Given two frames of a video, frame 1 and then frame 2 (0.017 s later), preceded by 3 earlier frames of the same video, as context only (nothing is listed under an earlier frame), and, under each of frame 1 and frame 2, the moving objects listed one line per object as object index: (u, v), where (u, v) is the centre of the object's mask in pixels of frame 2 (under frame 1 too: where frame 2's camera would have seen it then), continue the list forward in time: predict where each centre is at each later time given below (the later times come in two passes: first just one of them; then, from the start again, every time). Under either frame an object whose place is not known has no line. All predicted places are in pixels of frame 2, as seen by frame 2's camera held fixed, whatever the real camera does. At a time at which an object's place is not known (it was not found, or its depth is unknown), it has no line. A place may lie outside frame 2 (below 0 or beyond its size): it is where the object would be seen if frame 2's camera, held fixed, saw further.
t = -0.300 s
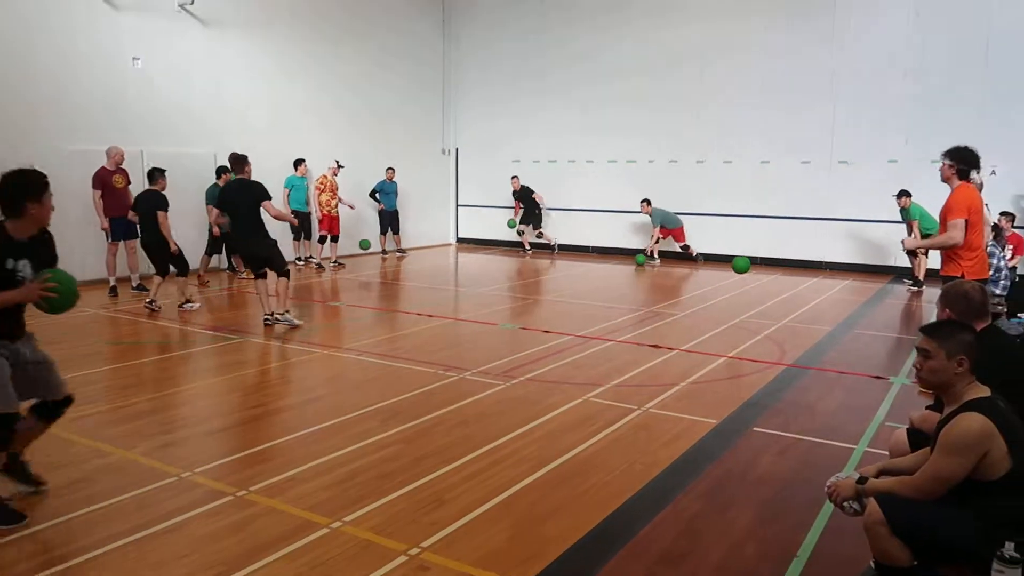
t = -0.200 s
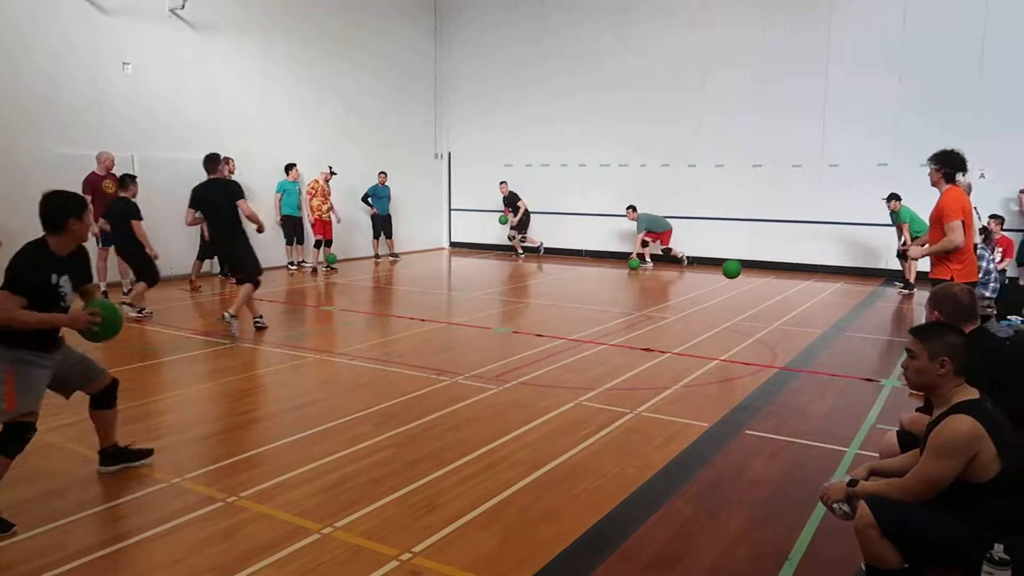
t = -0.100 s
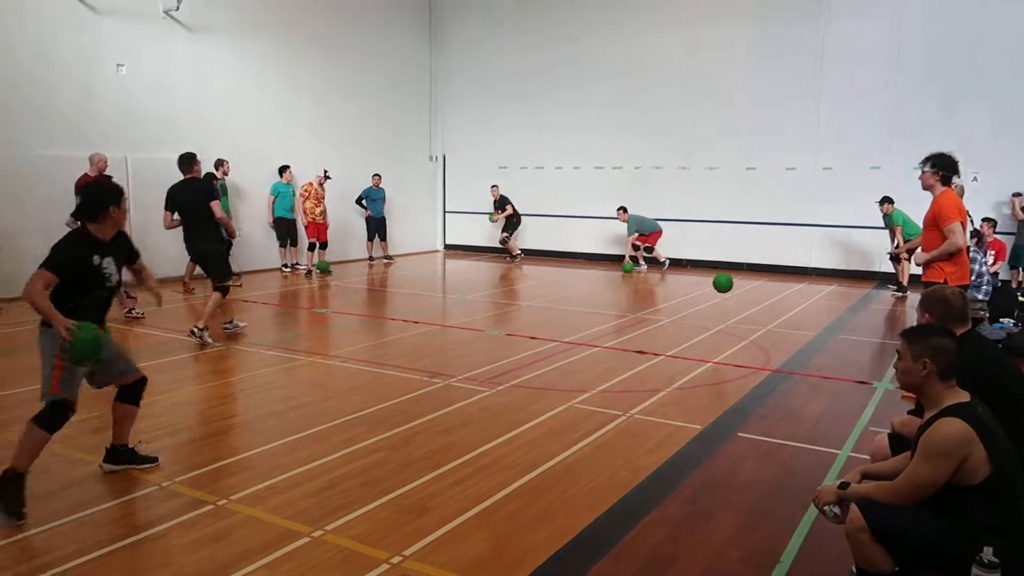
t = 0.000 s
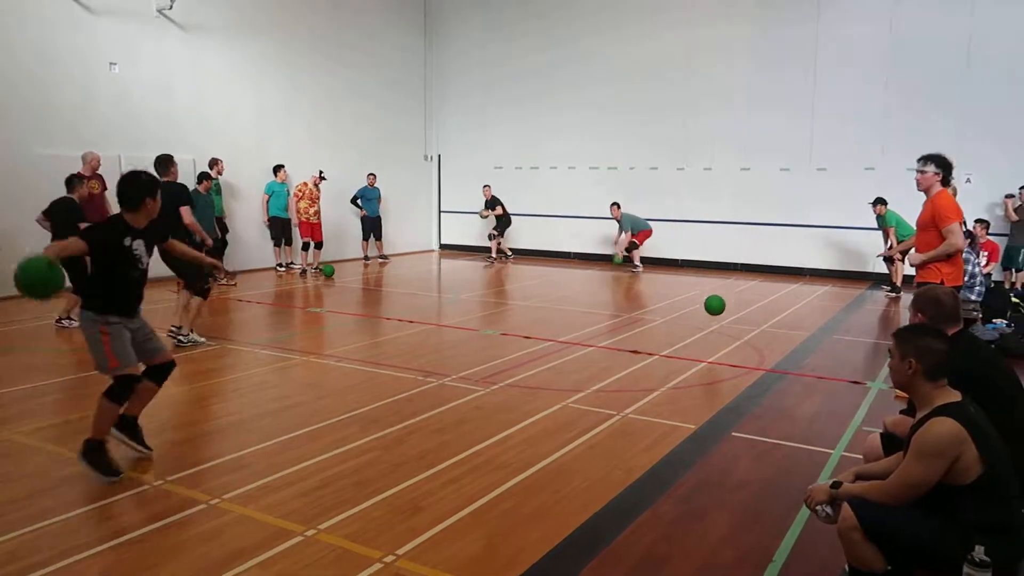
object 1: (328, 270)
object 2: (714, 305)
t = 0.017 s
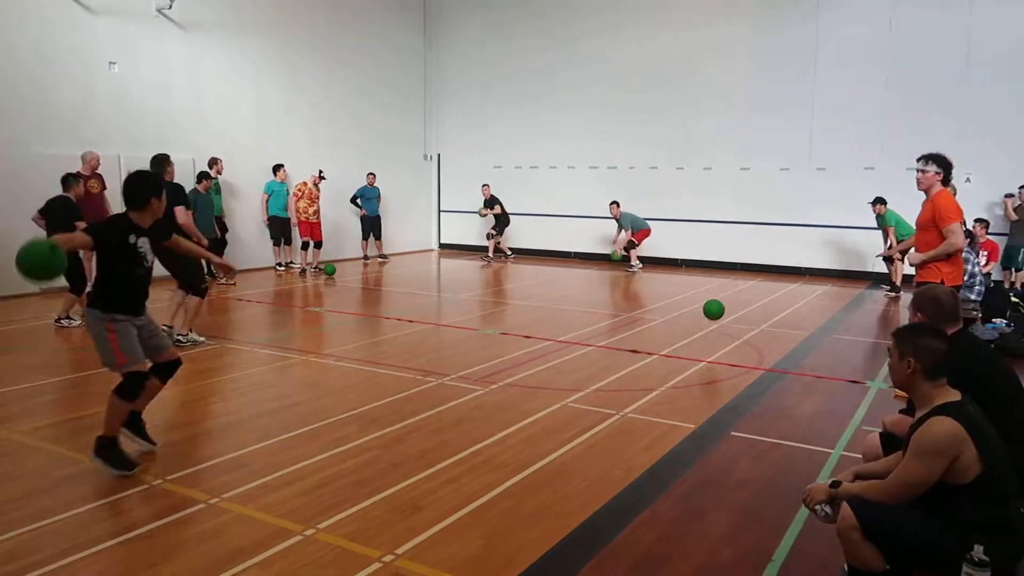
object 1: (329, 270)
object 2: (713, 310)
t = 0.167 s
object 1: (344, 272)
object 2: (710, 343)
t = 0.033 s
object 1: (331, 269)
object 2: (713, 315)
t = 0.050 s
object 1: (332, 269)
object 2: (712, 320)
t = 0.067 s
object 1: (334, 269)
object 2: (712, 326)
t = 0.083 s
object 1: (335, 269)
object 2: (711, 333)
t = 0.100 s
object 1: (337, 270)
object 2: (711, 340)
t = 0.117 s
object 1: (338, 270)
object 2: (710, 347)
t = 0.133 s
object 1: (340, 270)
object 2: (710, 348)
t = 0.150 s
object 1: (342, 271)
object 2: (710, 346)
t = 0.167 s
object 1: (344, 272)
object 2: (710, 343)
